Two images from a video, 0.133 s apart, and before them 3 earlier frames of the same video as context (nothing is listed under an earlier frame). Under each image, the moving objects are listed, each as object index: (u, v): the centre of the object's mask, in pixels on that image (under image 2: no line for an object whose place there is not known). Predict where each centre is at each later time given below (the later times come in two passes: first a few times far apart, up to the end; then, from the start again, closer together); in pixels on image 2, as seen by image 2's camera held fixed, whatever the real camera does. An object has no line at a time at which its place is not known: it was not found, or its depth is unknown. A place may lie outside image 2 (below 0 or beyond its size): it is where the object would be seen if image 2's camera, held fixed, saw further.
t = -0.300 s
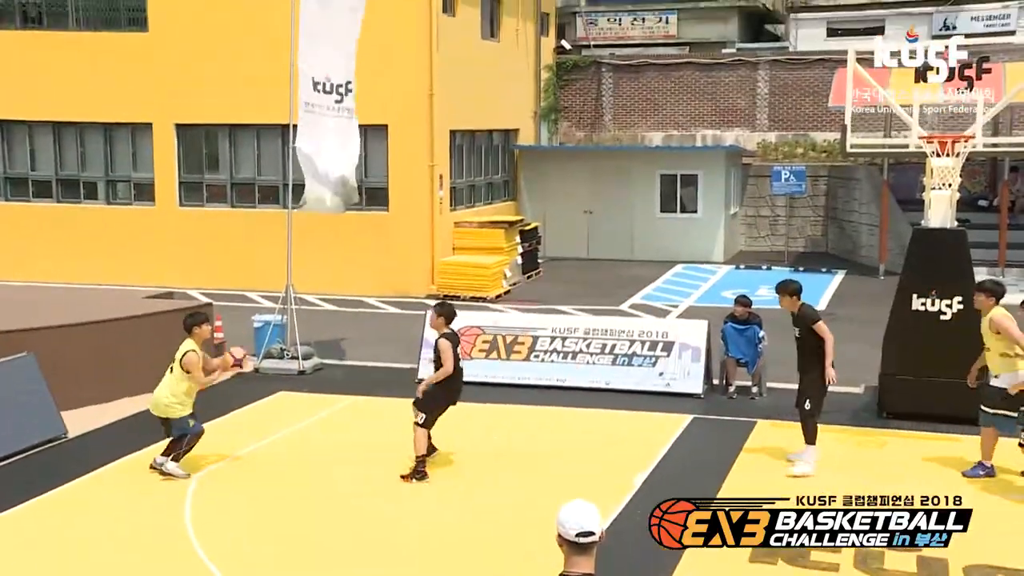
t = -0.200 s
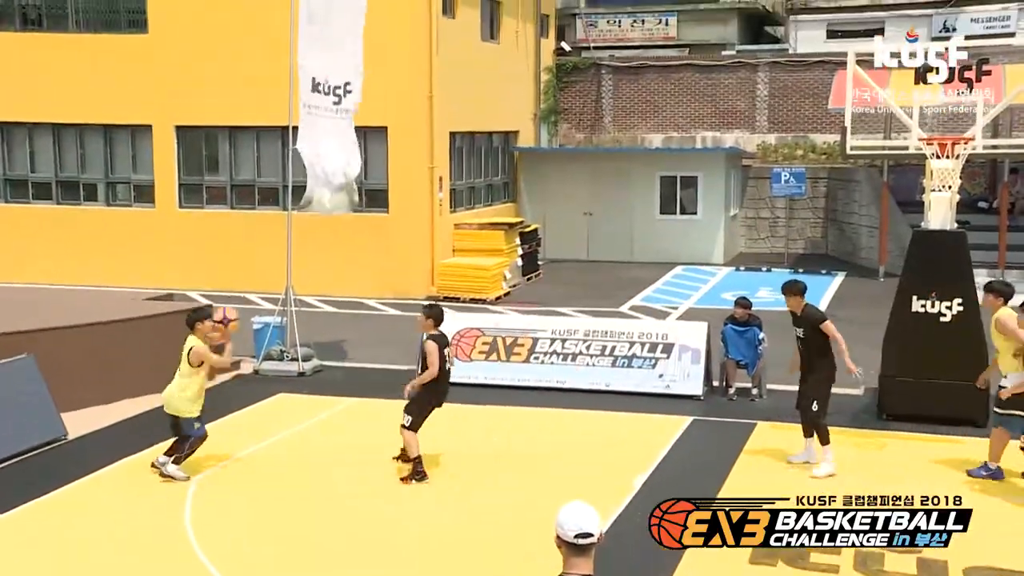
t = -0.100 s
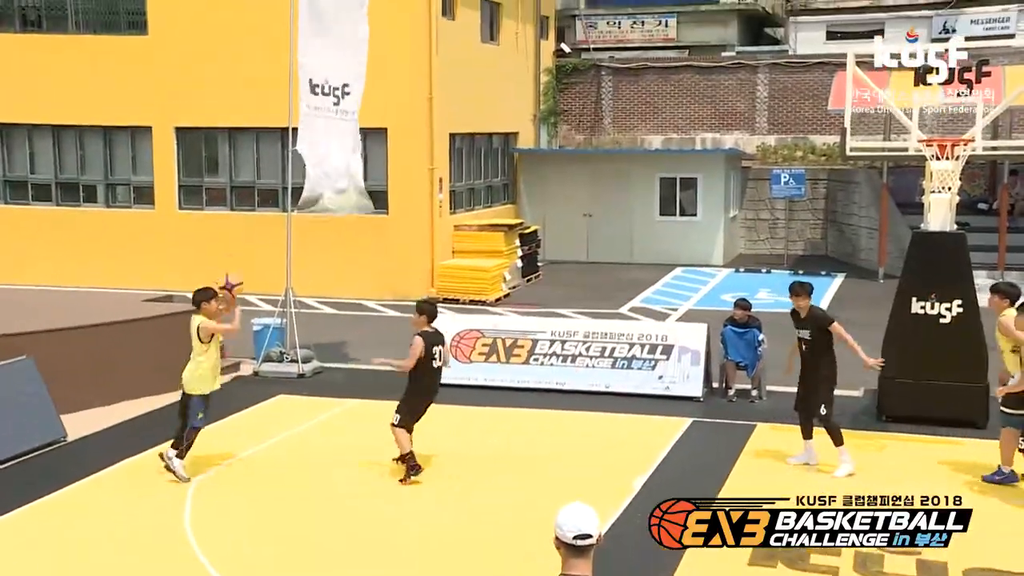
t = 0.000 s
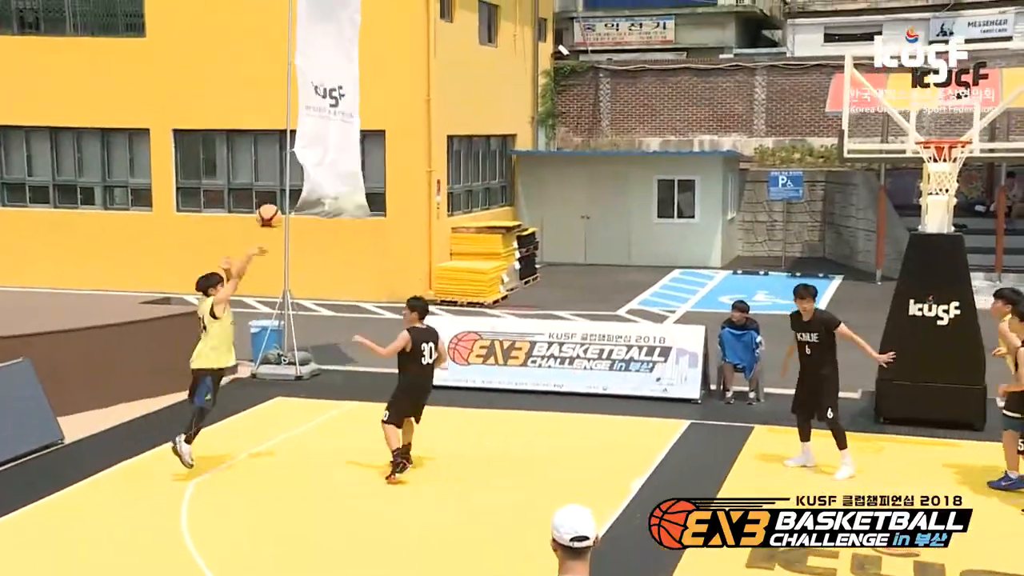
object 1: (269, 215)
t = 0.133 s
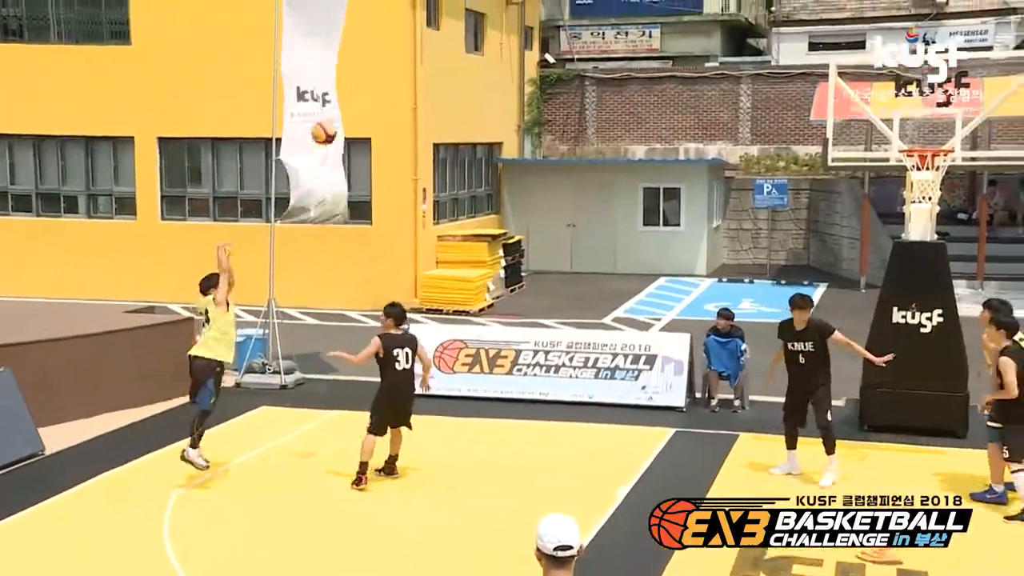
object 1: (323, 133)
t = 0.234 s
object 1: (378, 75)
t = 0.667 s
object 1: (603, -58)
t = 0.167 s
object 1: (341, 113)
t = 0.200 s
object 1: (359, 93)
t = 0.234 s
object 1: (378, 75)
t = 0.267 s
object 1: (397, 59)
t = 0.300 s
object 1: (414, 41)
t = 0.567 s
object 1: (550, -44)
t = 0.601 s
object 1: (567, -49)
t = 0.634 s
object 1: (585, -54)
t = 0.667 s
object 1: (603, -58)
